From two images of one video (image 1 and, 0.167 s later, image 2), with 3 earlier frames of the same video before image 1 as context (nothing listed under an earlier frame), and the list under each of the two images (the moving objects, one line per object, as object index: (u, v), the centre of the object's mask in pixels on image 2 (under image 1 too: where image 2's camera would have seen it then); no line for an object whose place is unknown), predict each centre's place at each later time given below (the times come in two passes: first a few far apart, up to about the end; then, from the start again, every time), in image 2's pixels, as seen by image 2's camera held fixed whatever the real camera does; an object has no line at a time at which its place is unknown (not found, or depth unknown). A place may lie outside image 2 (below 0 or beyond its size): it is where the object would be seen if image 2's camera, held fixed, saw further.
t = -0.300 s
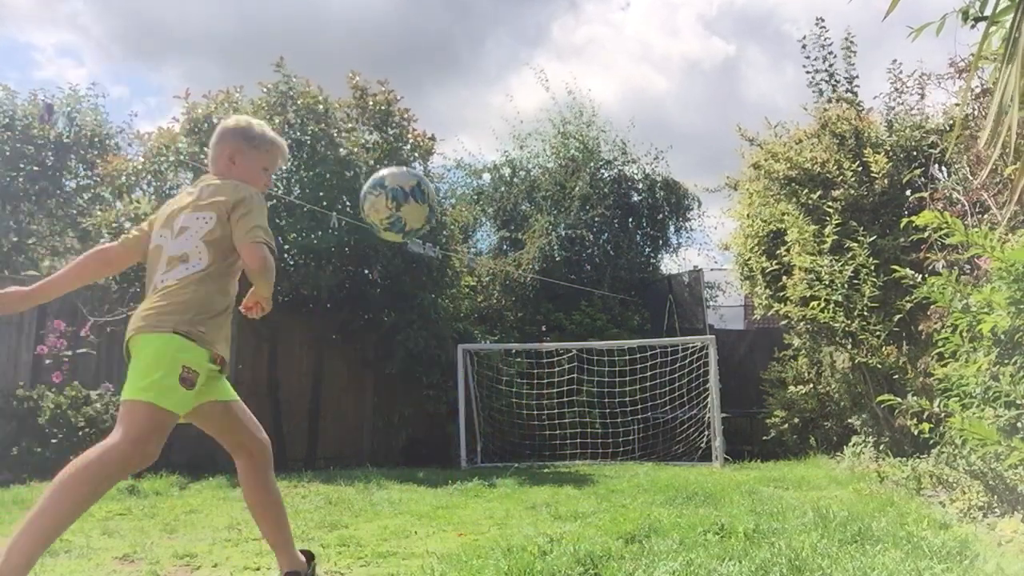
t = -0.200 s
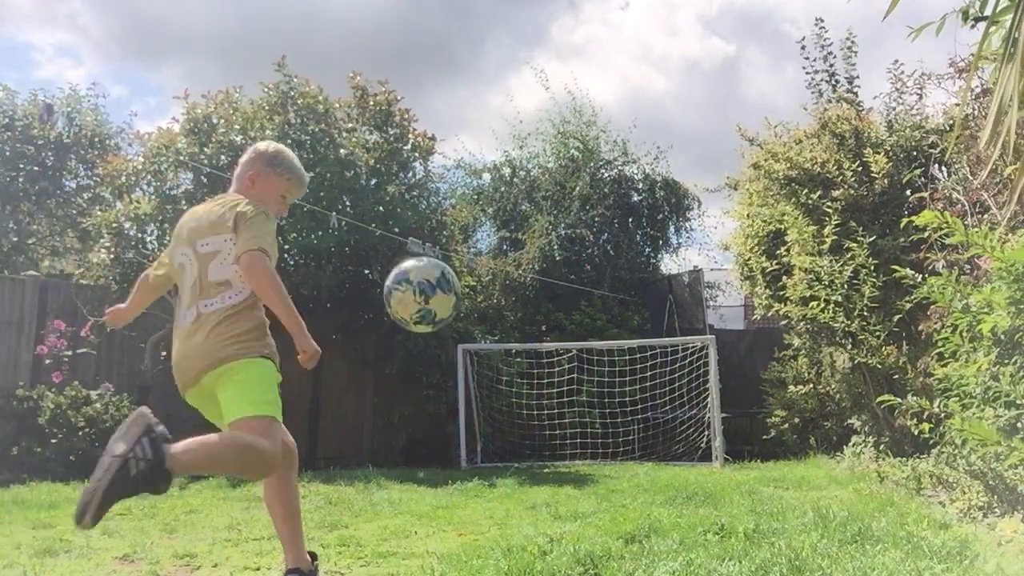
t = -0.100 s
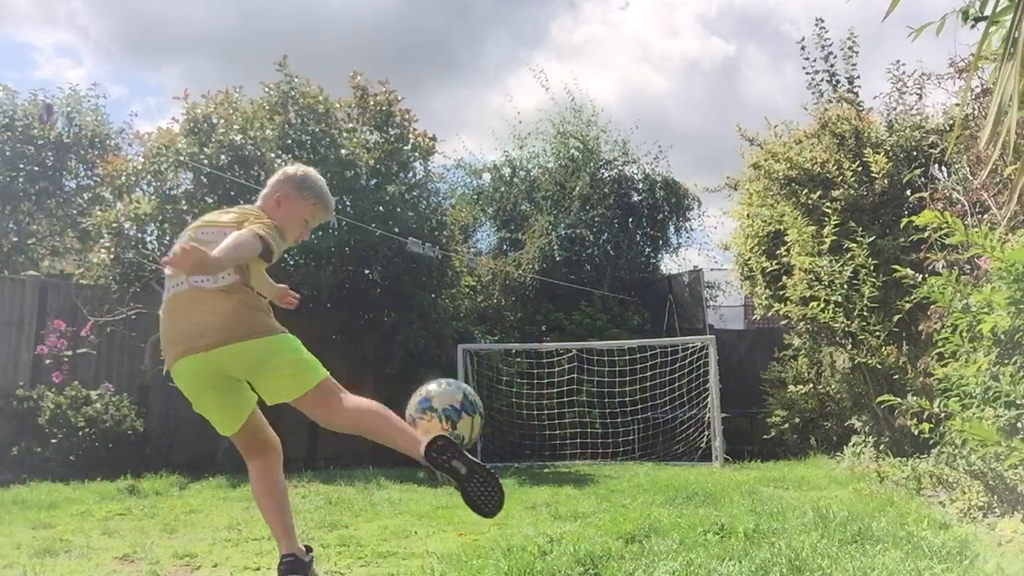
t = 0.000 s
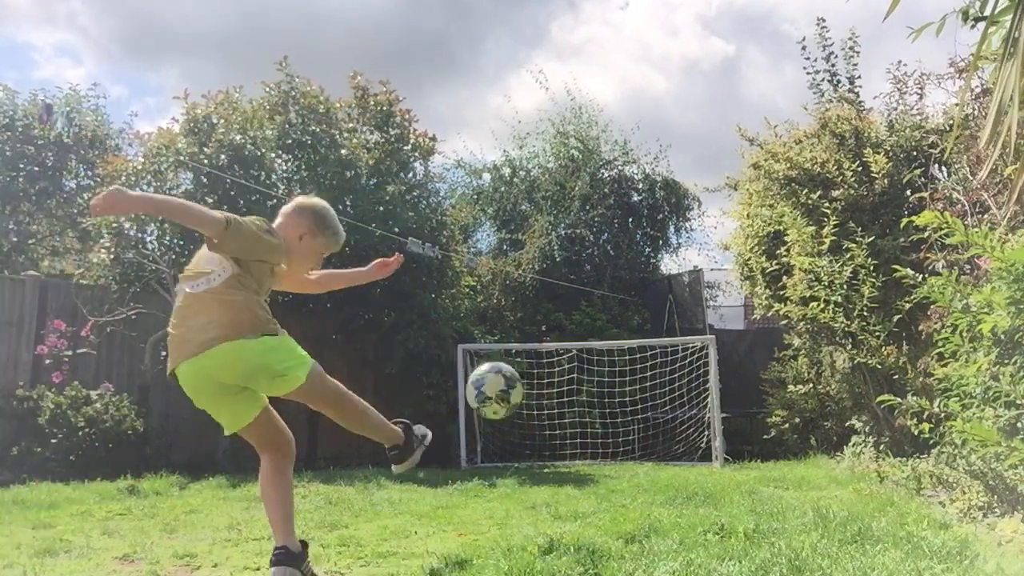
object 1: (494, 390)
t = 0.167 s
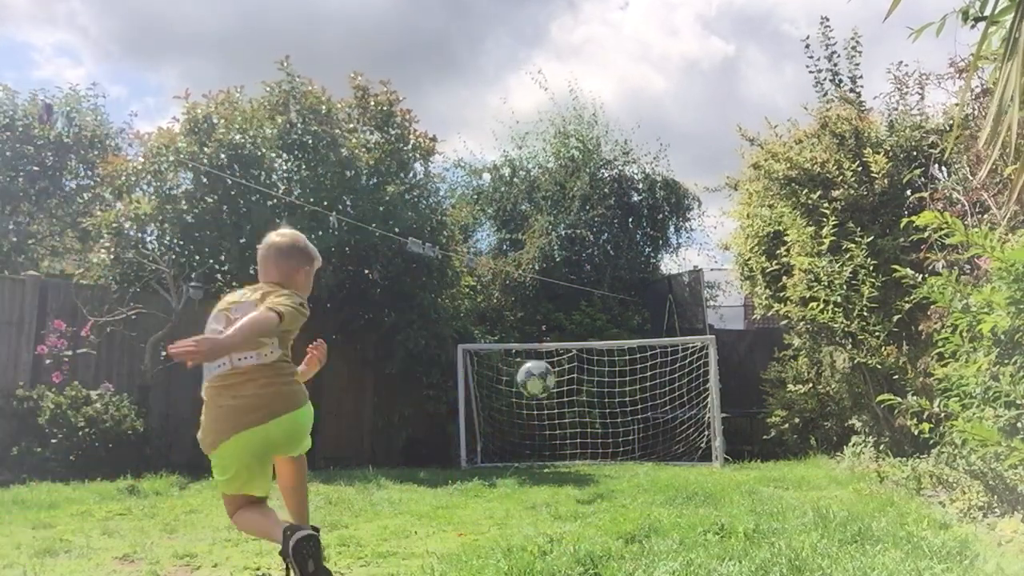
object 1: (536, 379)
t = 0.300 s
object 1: (548, 403)
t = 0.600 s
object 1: (563, 447)
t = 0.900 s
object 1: (548, 434)
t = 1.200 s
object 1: (531, 451)
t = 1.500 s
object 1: (526, 454)
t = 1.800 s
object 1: (519, 455)
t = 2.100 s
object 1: (512, 455)
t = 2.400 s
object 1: (506, 455)
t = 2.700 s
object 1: (500, 455)
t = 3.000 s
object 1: (492, 456)
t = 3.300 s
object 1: (487, 456)
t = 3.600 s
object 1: (475, 457)
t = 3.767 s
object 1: (470, 459)
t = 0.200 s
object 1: (540, 383)
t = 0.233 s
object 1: (543, 389)
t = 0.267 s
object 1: (546, 396)
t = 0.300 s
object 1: (548, 403)
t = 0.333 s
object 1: (550, 410)
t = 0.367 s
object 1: (552, 418)
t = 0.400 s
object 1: (555, 426)
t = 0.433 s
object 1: (556, 436)
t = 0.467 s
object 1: (557, 446)
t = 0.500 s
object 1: (558, 454)
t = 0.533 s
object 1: (560, 457)
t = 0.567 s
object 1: (562, 452)
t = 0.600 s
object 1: (563, 447)
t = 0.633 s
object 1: (564, 444)
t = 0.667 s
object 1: (565, 441)
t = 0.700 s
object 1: (565, 437)
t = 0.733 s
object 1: (563, 435)
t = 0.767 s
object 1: (560, 433)
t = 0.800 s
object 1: (557, 431)
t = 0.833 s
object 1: (554, 431)
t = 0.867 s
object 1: (551, 432)
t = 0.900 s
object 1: (548, 434)
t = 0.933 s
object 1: (545, 436)
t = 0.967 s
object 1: (543, 440)
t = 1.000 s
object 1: (540, 445)
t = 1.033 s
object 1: (538, 452)
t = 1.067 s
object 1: (535, 455)
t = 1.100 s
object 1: (534, 453)
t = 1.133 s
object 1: (534, 452)
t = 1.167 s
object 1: (532, 451)
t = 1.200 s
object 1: (531, 451)
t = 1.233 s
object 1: (531, 452)
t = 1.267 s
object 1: (530, 453)
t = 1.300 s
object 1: (528, 455)
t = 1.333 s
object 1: (528, 455)
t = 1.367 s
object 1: (528, 455)
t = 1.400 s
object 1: (528, 454)
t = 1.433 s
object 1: (527, 454)
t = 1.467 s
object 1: (527, 454)
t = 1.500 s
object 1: (526, 454)
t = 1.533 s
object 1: (525, 454)
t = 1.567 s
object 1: (525, 454)
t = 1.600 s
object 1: (524, 455)
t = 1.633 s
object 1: (523, 455)
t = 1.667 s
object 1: (522, 455)
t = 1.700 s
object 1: (522, 455)
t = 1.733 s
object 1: (521, 455)
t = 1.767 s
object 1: (520, 455)
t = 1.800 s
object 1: (519, 455)
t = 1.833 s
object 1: (518, 455)
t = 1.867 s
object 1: (517, 455)
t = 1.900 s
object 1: (517, 455)
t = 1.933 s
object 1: (516, 455)
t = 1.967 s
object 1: (515, 455)
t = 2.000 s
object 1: (514, 455)
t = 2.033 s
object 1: (514, 455)
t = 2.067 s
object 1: (513, 455)
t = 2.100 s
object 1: (512, 455)
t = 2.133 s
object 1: (511, 455)
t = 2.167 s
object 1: (511, 455)
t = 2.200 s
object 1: (510, 455)
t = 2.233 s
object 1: (509, 455)
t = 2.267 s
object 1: (508, 456)
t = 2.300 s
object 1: (508, 455)
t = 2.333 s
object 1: (507, 455)
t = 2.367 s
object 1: (507, 455)
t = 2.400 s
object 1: (506, 455)
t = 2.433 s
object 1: (505, 455)
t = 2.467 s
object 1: (505, 455)
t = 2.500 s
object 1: (504, 455)
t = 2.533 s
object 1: (503, 455)
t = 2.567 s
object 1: (503, 455)
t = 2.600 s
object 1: (502, 455)
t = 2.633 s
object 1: (501, 456)
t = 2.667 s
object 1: (501, 455)
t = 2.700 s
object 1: (500, 455)
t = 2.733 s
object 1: (499, 455)
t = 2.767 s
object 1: (498, 455)
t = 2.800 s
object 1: (497, 456)
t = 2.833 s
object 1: (496, 456)
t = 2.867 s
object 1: (495, 456)
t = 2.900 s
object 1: (495, 455)
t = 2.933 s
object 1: (494, 455)
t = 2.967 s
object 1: (493, 456)
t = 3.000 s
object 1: (492, 456)
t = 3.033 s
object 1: (492, 456)
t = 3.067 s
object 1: (492, 456)
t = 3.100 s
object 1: (491, 456)
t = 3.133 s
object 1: (490, 456)
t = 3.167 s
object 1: (489, 456)
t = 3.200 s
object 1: (489, 456)
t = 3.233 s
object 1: (489, 456)
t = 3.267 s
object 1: (488, 456)
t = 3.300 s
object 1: (487, 456)
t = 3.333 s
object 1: (486, 456)
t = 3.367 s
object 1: (485, 456)
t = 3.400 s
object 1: (483, 456)
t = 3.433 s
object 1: (481, 457)
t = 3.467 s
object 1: (480, 457)
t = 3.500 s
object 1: (479, 457)
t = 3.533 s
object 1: (478, 457)
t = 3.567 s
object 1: (476, 457)
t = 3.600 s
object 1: (475, 457)
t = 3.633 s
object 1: (472, 457)
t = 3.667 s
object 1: (471, 458)
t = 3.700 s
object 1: (471, 459)
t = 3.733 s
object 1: (470, 459)
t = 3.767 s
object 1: (470, 459)
